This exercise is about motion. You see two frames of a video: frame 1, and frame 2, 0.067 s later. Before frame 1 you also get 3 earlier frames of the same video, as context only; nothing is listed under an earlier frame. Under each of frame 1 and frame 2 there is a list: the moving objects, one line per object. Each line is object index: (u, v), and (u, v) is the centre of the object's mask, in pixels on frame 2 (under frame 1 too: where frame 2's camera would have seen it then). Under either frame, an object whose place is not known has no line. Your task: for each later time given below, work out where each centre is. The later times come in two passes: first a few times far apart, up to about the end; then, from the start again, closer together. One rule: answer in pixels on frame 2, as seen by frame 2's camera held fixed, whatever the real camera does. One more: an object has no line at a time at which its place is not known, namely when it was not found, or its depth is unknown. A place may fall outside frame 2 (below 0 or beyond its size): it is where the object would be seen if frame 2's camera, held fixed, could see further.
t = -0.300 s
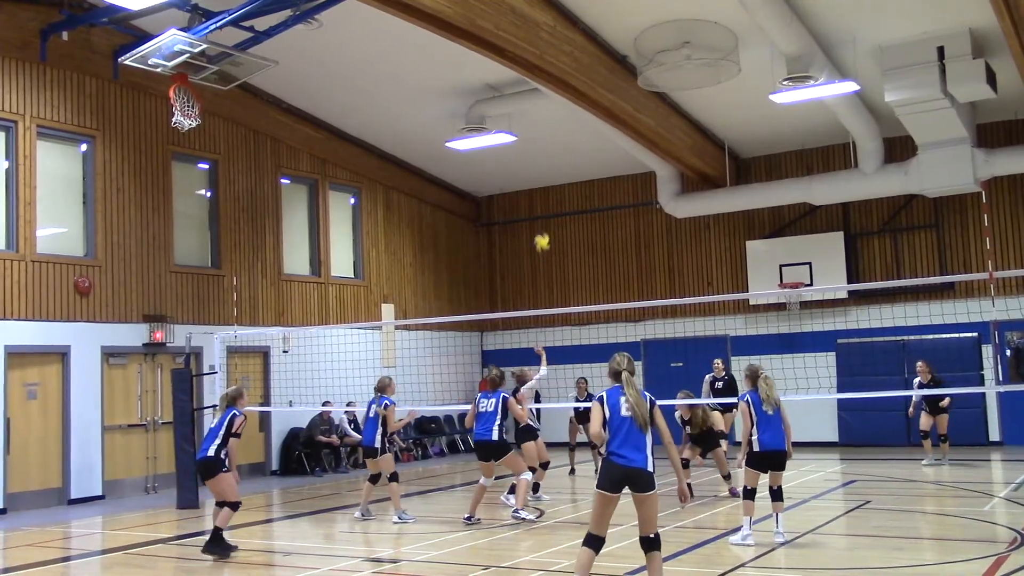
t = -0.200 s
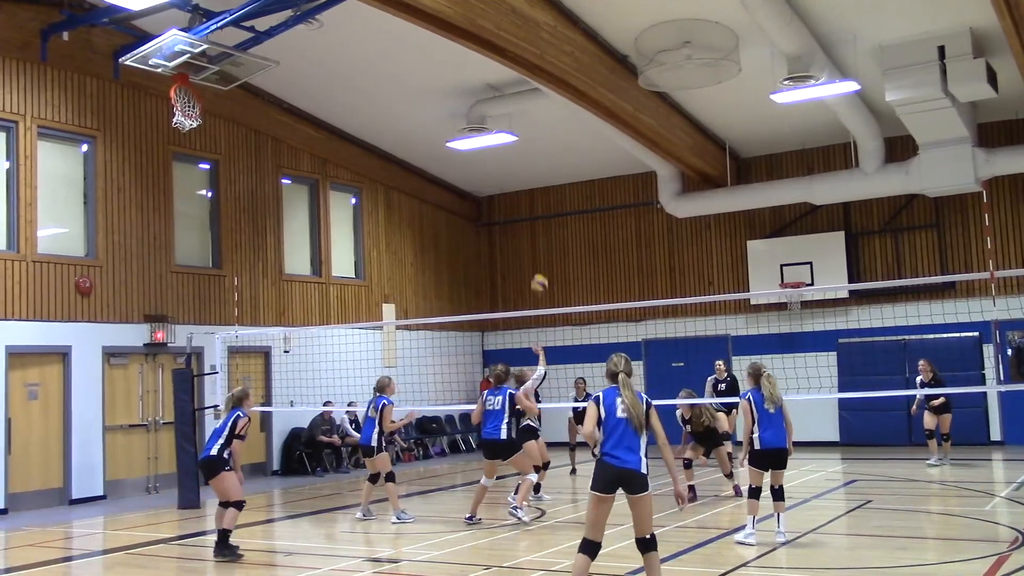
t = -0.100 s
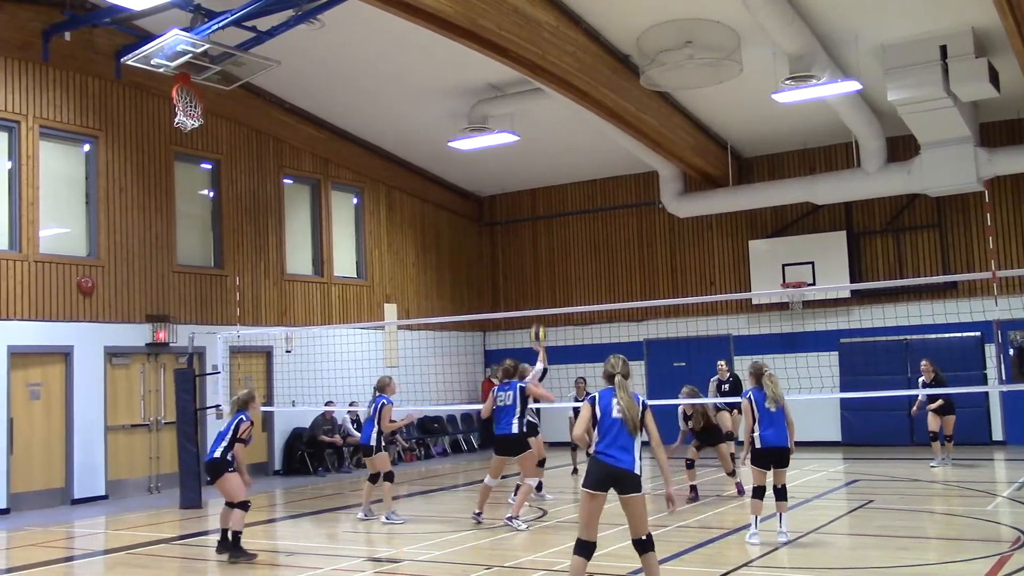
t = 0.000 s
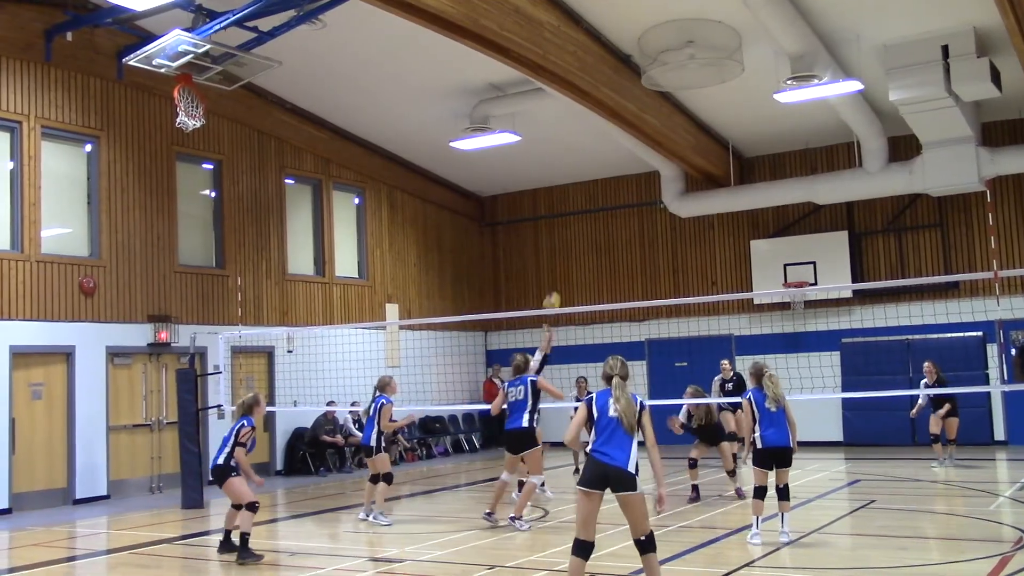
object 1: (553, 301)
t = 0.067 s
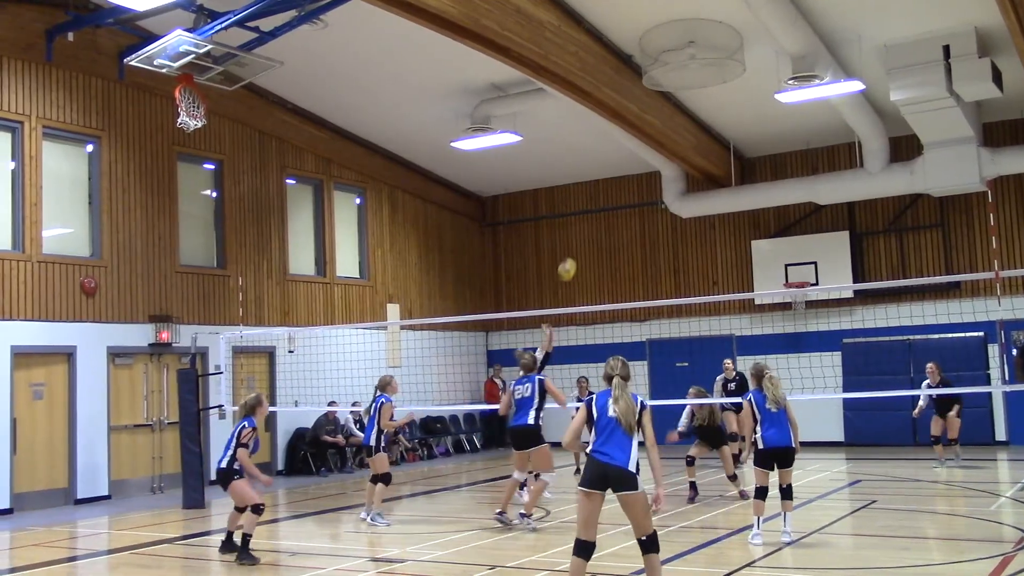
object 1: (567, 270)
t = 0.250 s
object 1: (605, 193)
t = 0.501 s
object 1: (659, 131)
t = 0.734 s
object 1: (713, 120)
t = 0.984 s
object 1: (777, 160)
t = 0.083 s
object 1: (570, 261)
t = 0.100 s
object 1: (574, 254)
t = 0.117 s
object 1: (577, 246)
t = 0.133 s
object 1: (581, 239)
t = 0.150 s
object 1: (584, 232)
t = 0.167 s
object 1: (587, 225)
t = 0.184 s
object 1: (591, 218)
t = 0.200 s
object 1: (594, 211)
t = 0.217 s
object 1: (598, 205)
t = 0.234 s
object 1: (601, 199)
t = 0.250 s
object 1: (605, 193)
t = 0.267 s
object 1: (608, 188)
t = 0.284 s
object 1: (612, 183)
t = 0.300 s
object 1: (615, 177)
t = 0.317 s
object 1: (618, 172)
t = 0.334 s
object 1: (622, 167)
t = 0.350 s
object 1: (626, 163)
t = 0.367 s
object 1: (629, 159)
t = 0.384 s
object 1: (633, 154)
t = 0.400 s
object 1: (636, 150)
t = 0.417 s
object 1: (640, 146)
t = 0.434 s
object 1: (644, 143)
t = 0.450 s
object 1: (647, 140)
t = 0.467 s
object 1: (651, 137)
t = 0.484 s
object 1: (655, 134)
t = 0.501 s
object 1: (659, 131)
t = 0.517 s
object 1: (662, 129)
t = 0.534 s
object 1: (666, 127)
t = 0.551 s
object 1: (669, 125)
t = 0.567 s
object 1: (673, 123)
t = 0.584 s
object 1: (677, 122)
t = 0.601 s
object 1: (681, 121)
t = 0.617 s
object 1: (684, 119)
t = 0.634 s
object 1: (688, 118)
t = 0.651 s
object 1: (692, 118)
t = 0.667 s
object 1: (696, 118)
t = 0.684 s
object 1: (700, 117)
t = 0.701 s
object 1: (705, 118)
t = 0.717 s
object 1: (709, 120)
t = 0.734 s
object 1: (713, 120)
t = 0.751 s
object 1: (717, 121)
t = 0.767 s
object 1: (721, 122)
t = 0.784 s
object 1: (725, 123)
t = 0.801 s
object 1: (729, 125)
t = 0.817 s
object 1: (734, 127)
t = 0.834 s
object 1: (738, 129)
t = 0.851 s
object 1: (742, 131)
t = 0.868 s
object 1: (747, 134)
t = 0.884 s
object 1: (752, 137)
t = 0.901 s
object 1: (755, 140)
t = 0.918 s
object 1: (760, 143)
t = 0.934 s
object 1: (764, 148)
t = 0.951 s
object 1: (768, 152)
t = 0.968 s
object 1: (772, 156)
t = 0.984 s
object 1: (777, 160)
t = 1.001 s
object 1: (782, 166)
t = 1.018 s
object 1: (786, 170)
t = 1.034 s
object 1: (791, 176)
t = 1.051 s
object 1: (796, 180)
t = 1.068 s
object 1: (802, 187)
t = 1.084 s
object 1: (806, 194)
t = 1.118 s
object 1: (814, 208)
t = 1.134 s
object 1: (818, 215)
